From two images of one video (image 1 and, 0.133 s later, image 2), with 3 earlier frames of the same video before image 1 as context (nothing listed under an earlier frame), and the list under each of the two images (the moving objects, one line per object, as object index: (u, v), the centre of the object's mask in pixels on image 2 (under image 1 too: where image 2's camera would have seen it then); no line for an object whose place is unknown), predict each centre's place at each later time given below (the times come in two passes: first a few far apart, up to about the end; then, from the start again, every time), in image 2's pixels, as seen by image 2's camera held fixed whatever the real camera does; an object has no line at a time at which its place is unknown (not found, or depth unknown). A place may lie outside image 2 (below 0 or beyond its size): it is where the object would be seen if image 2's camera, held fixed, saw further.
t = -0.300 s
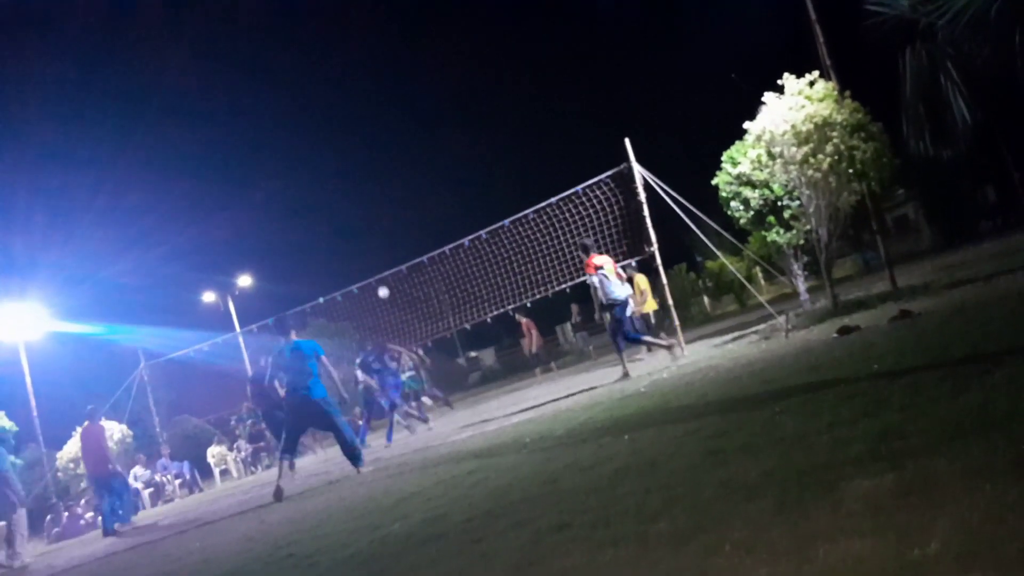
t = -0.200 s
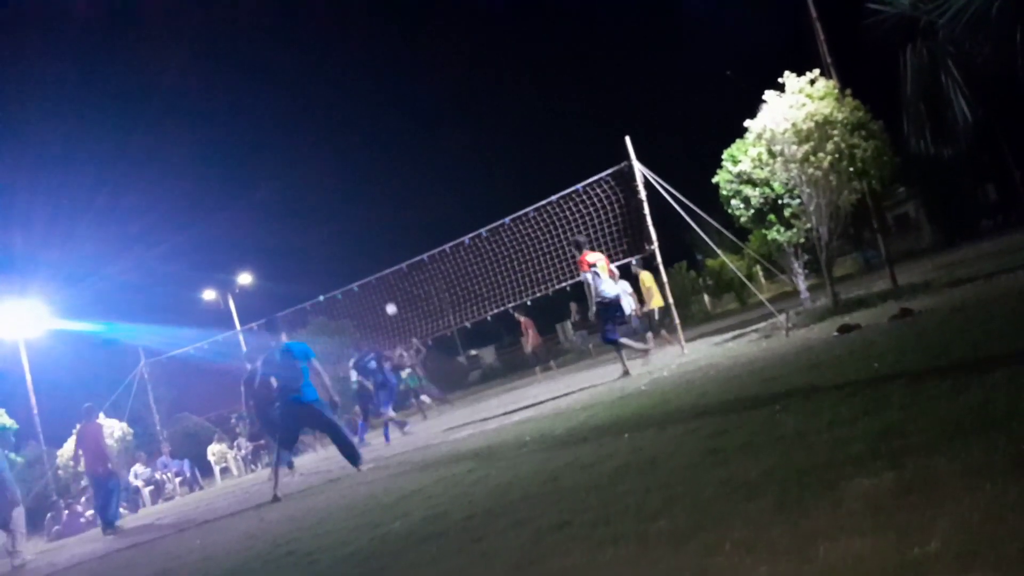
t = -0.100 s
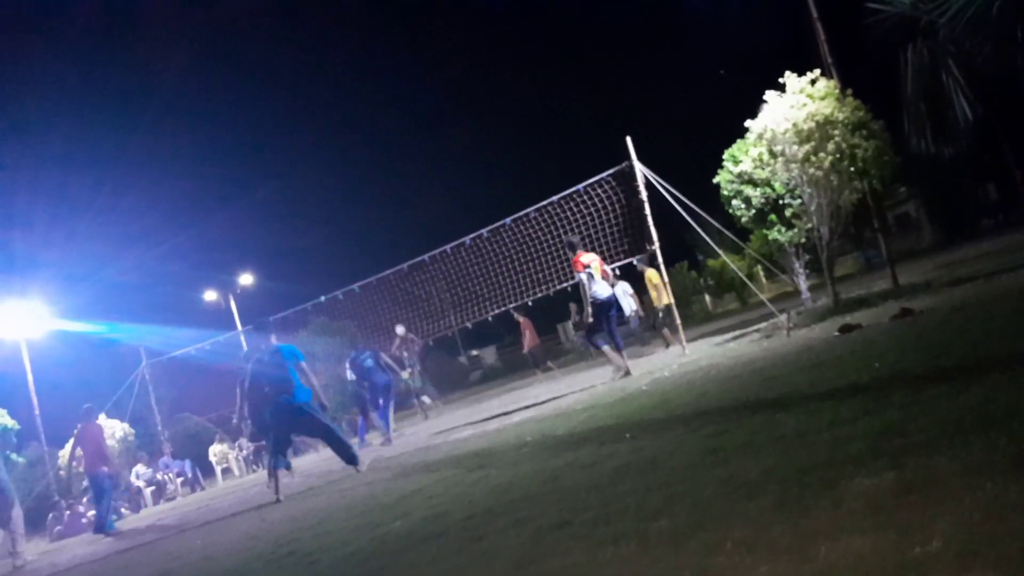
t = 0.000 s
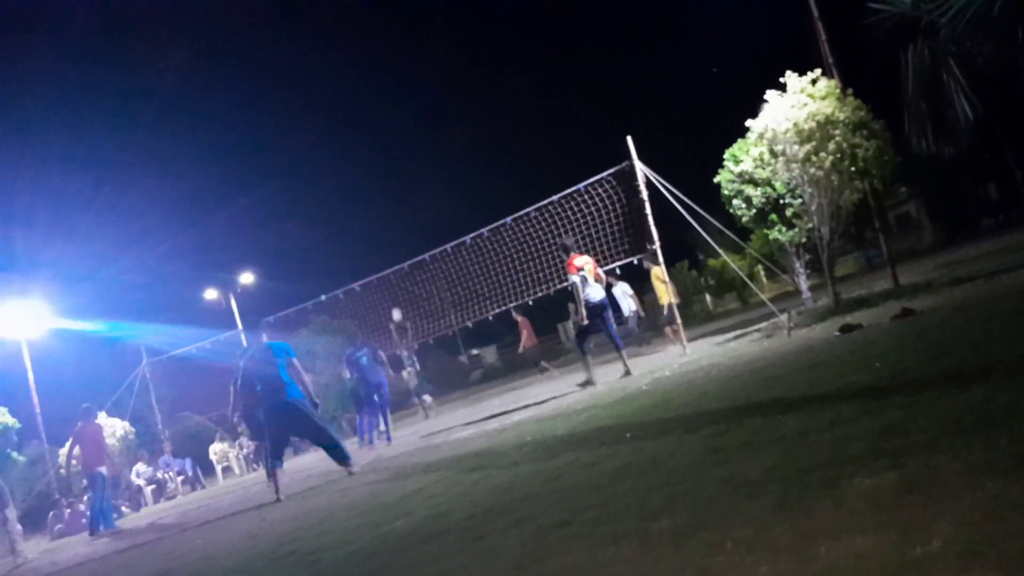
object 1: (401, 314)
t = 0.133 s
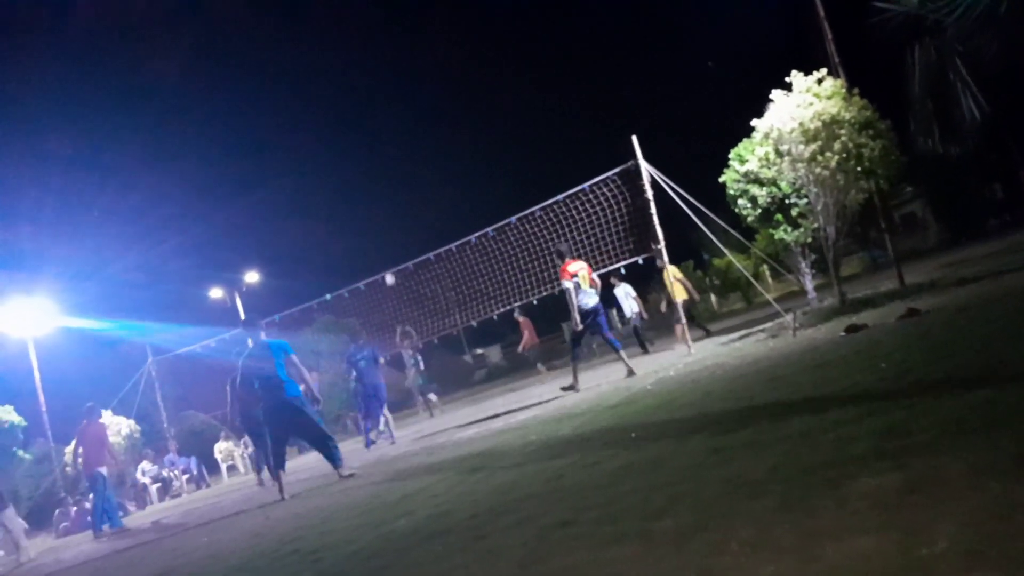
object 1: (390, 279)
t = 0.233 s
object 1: (382, 256)
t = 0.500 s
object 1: (366, 214)
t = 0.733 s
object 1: (357, 202)
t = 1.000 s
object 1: (357, 217)
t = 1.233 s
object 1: (365, 258)
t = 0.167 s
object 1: (387, 270)
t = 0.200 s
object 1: (384, 263)
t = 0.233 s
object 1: (382, 256)
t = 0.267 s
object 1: (379, 249)
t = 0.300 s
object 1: (377, 243)
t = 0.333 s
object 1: (375, 237)
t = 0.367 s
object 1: (373, 232)
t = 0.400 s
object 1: (371, 227)
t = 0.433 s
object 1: (369, 222)
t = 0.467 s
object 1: (367, 218)
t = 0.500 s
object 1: (366, 214)
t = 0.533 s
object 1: (364, 211)
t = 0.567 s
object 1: (362, 208)
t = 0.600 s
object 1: (361, 206)
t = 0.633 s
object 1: (360, 204)
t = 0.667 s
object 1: (359, 203)
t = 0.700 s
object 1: (358, 202)
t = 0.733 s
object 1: (357, 202)
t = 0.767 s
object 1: (357, 202)
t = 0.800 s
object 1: (356, 202)
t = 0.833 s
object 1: (356, 204)
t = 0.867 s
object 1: (356, 205)
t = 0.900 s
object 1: (356, 207)
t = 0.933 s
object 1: (356, 210)
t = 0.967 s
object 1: (357, 213)
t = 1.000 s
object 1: (357, 217)
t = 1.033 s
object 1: (358, 221)
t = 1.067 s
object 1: (358, 226)
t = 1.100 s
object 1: (360, 231)
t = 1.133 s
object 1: (361, 237)
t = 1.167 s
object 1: (362, 244)
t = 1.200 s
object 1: (363, 251)
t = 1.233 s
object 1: (365, 258)
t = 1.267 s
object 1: (367, 266)
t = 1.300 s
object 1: (369, 275)
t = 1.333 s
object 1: (371, 284)
